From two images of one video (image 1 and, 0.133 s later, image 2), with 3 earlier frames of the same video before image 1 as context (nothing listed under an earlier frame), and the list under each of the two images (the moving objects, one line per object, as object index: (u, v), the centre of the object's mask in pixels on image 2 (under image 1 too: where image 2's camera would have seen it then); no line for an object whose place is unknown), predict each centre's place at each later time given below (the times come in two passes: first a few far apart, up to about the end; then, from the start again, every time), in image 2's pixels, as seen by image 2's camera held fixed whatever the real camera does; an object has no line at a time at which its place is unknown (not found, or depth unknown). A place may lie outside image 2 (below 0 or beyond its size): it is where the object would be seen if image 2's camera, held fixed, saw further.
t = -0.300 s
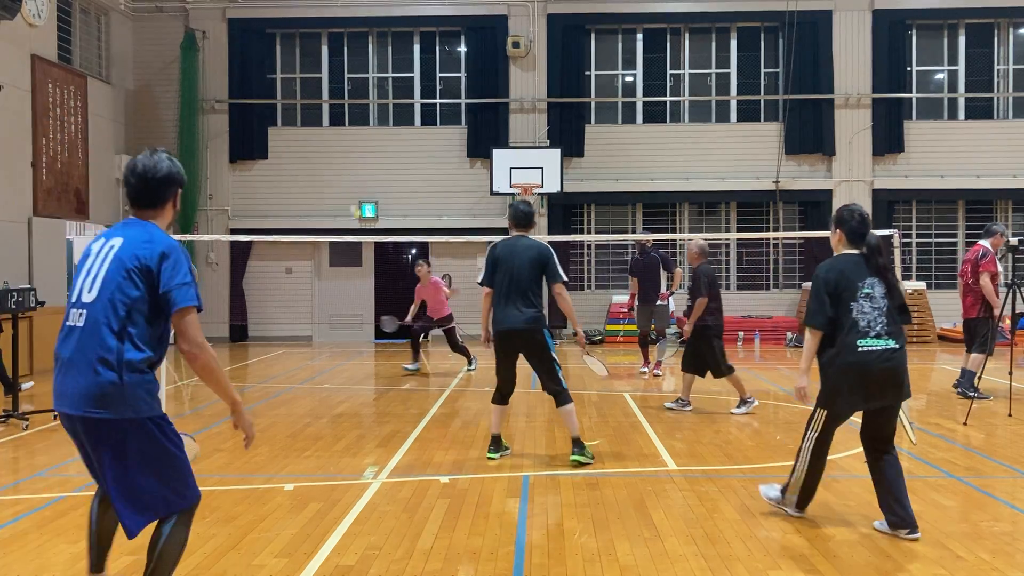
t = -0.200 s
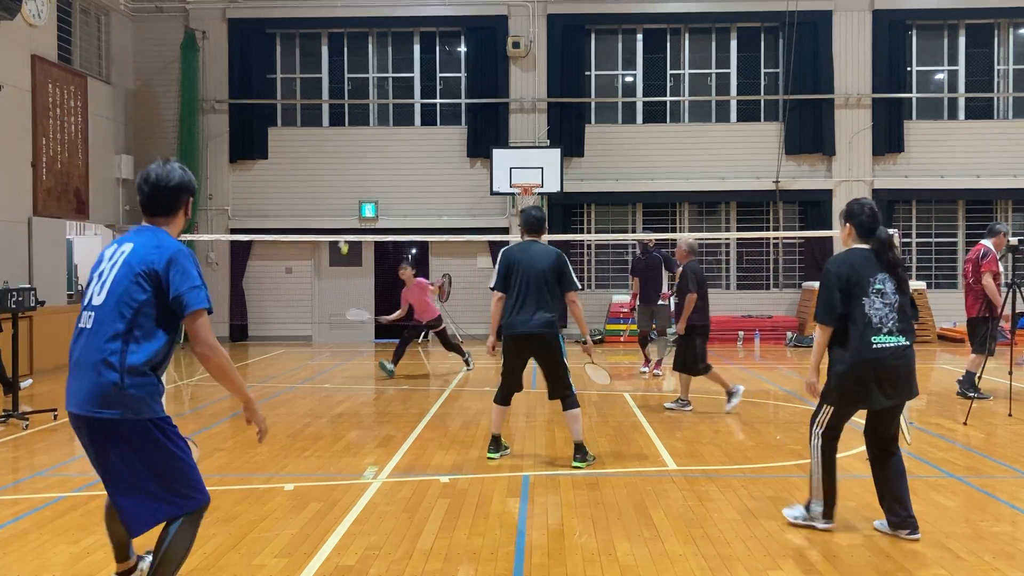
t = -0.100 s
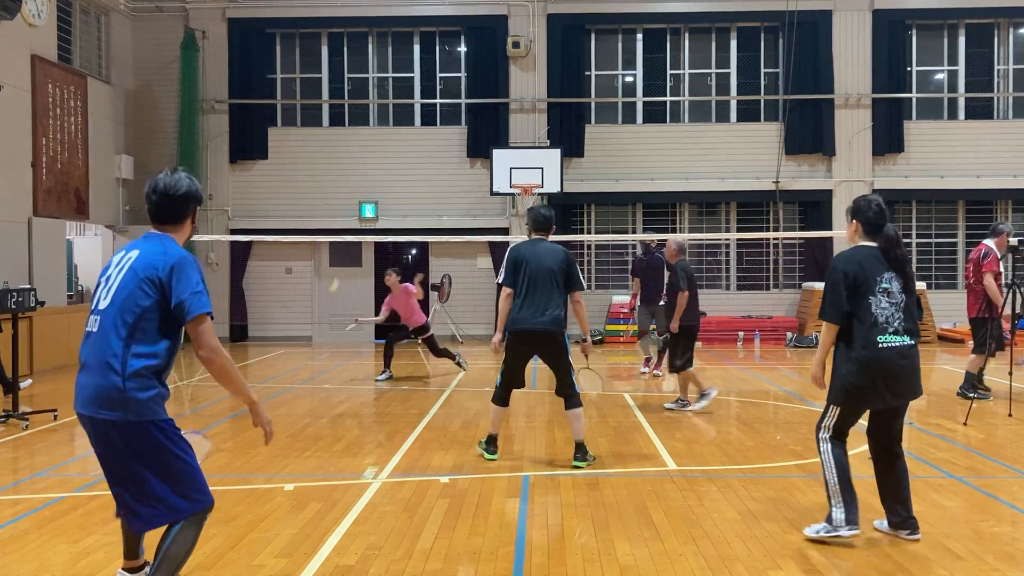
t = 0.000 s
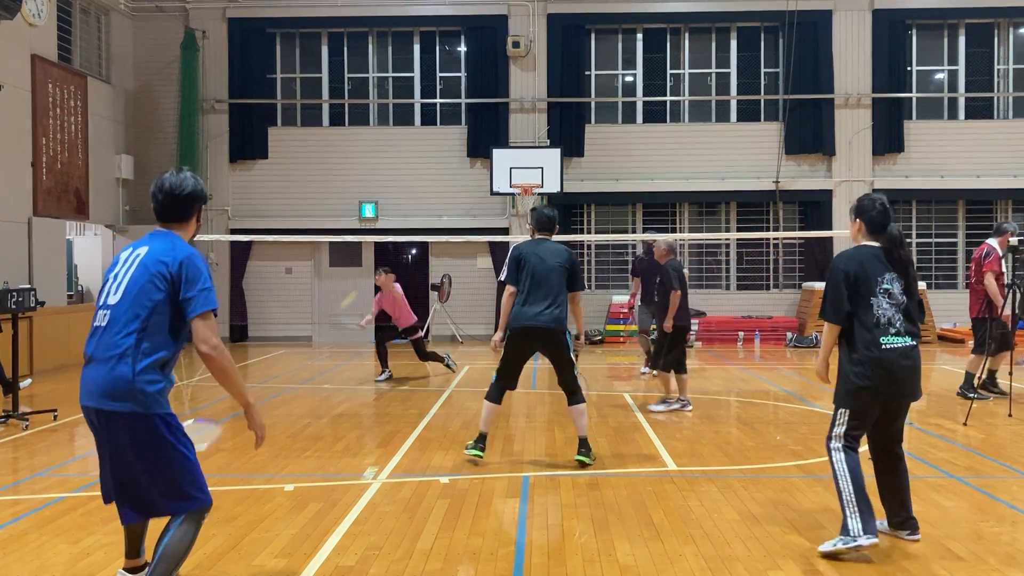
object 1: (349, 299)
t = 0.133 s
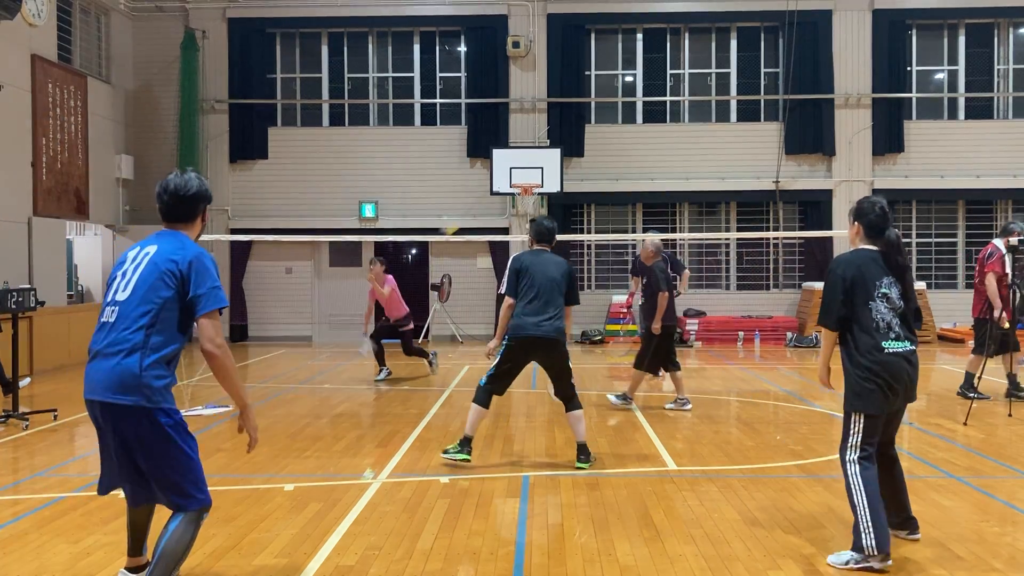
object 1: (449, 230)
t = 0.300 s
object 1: (550, 183)
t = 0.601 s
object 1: (705, 184)
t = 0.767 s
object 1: (780, 226)
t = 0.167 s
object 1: (475, 215)
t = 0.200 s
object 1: (494, 206)
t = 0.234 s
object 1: (514, 197)
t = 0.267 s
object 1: (534, 189)
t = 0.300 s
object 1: (550, 183)
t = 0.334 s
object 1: (570, 177)
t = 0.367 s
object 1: (588, 173)
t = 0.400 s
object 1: (605, 171)
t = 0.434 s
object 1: (622, 171)
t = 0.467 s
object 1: (639, 171)
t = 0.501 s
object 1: (656, 173)
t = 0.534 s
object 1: (674, 173)
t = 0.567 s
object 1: (690, 178)
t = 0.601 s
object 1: (705, 184)
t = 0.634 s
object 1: (720, 190)
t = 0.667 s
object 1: (735, 198)
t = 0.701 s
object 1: (750, 206)
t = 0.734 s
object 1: (765, 215)
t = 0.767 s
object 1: (780, 226)
